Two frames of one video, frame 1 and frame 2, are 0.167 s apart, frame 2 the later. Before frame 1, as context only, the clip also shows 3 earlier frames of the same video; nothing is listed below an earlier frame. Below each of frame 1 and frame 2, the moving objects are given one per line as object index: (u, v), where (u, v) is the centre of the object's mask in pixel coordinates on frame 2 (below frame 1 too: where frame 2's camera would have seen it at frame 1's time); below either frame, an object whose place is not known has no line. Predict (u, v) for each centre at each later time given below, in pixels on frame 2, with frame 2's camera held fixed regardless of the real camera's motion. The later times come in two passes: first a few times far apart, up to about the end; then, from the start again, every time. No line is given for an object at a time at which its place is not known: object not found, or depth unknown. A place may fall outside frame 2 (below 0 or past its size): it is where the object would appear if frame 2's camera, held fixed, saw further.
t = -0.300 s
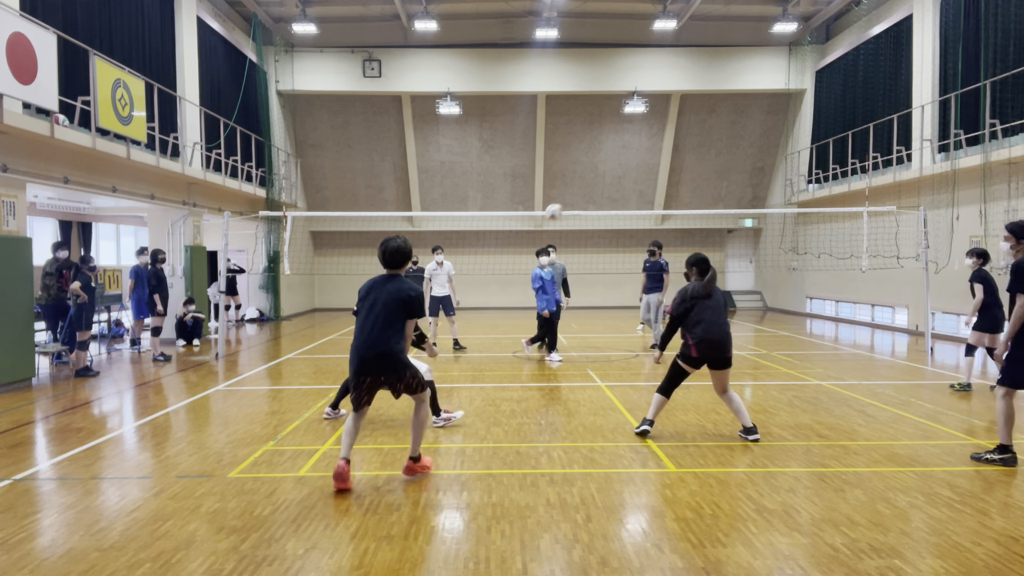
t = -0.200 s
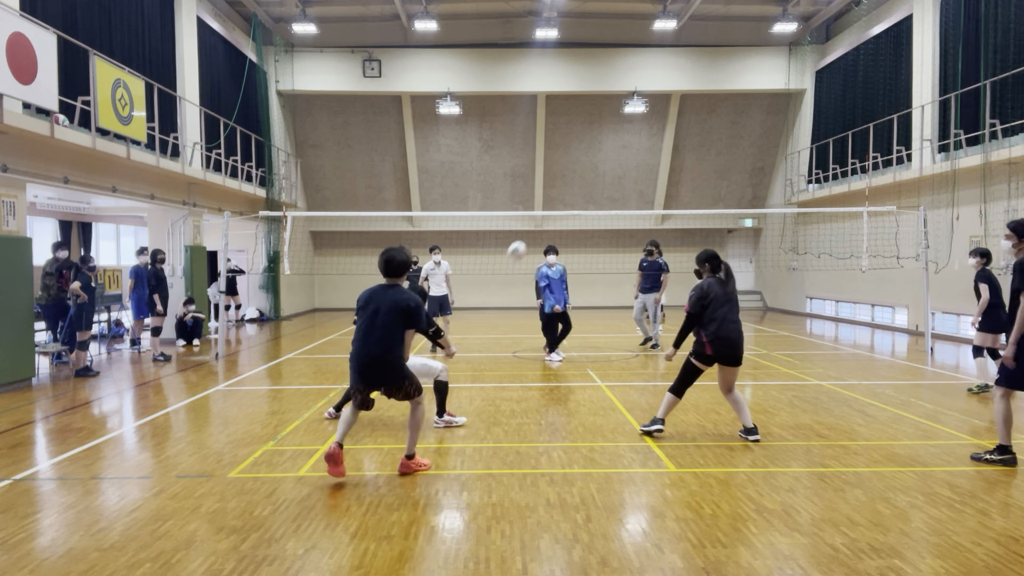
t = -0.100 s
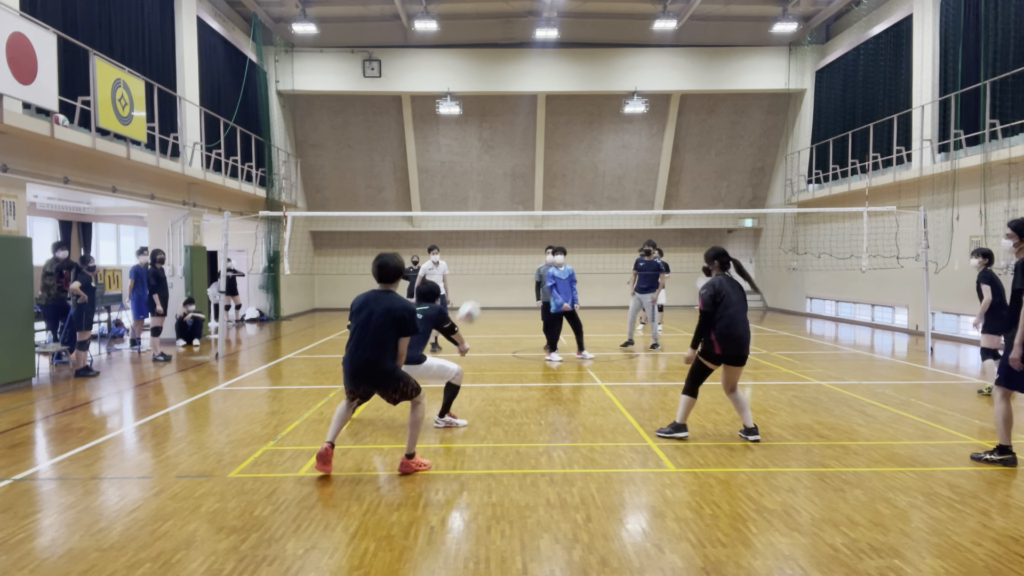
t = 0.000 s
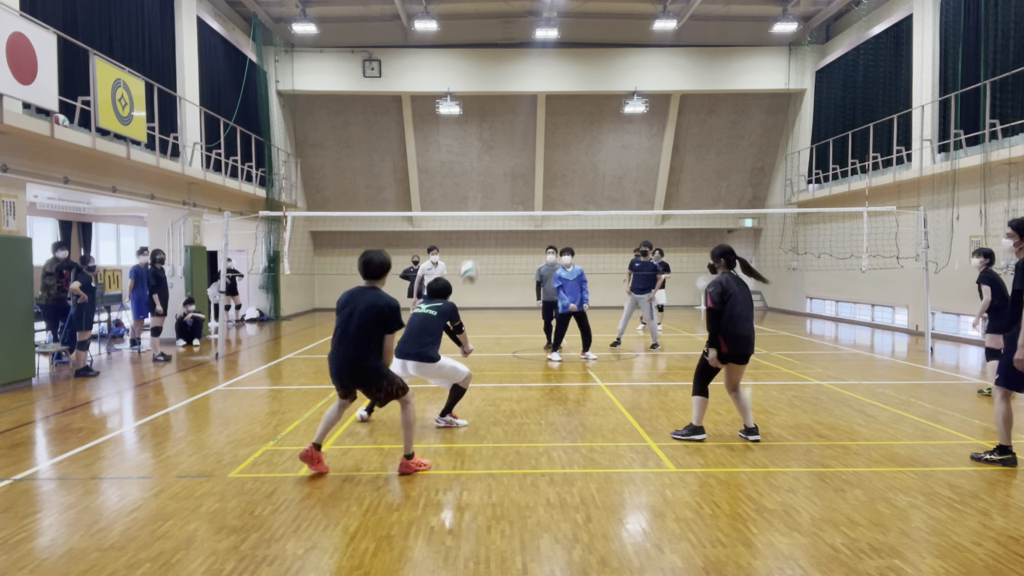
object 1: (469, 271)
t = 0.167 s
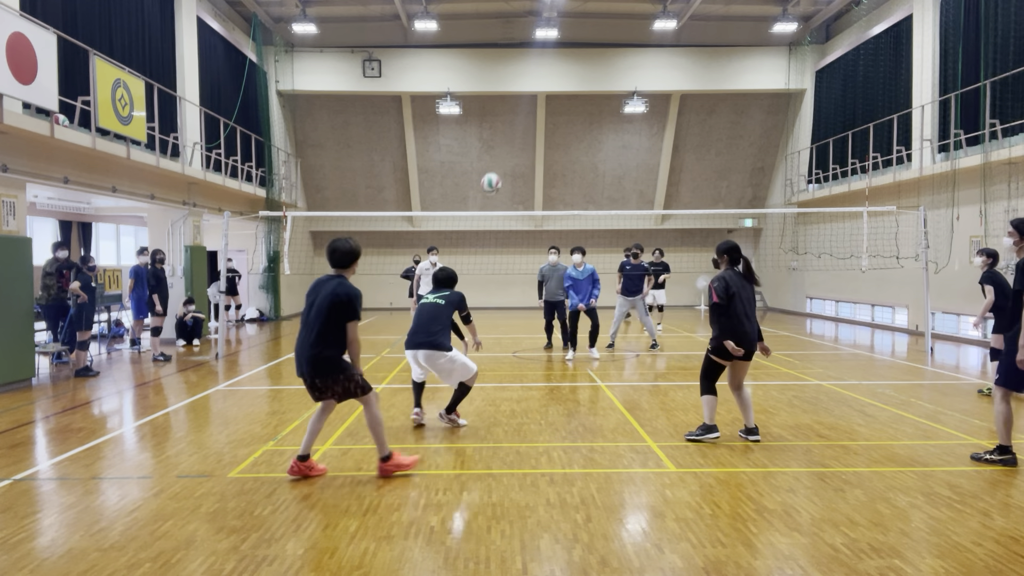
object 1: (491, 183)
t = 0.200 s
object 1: (495, 170)
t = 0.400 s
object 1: (515, 117)
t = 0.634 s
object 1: (534, 104)
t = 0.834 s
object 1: (548, 125)
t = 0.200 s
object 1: (495, 170)
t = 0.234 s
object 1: (499, 157)
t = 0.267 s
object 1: (502, 147)
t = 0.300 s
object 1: (506, 137)
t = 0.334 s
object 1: (509, 130)
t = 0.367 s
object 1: (512, 123)
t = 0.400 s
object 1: (515, 117)
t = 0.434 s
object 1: (518, 112)
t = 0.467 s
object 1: (521, 109)
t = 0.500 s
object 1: (524, 105)
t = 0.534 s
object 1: (527, 104)
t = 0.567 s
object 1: (529, 103)
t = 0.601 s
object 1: (532, 103)
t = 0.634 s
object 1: (534, 104)
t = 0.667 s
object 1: (537, 105)
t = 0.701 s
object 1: (539, 108)
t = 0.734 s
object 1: (541, 111)
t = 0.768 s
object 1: (544, 115)
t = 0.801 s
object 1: (546, 120)
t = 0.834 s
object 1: (548, 125)
